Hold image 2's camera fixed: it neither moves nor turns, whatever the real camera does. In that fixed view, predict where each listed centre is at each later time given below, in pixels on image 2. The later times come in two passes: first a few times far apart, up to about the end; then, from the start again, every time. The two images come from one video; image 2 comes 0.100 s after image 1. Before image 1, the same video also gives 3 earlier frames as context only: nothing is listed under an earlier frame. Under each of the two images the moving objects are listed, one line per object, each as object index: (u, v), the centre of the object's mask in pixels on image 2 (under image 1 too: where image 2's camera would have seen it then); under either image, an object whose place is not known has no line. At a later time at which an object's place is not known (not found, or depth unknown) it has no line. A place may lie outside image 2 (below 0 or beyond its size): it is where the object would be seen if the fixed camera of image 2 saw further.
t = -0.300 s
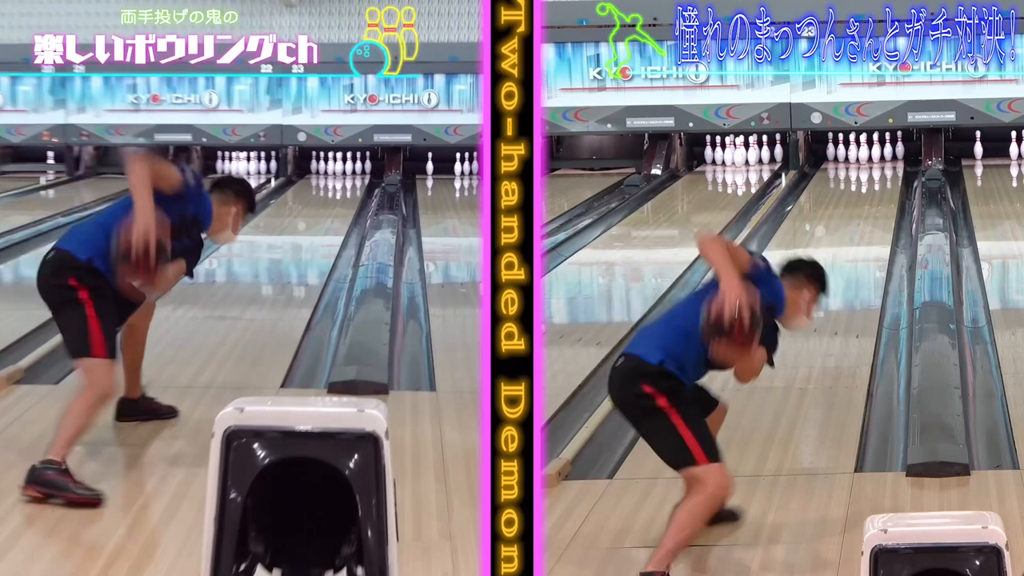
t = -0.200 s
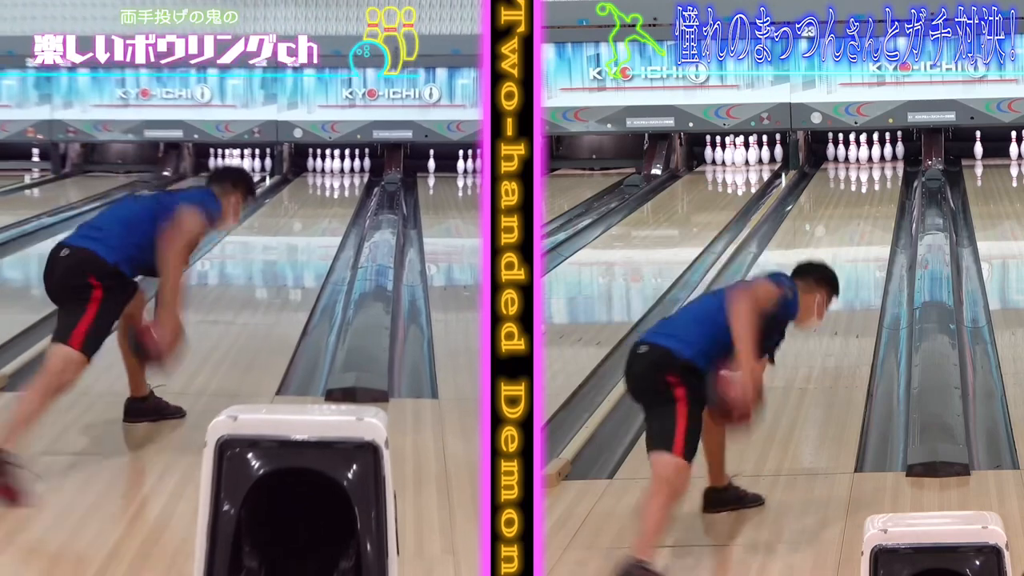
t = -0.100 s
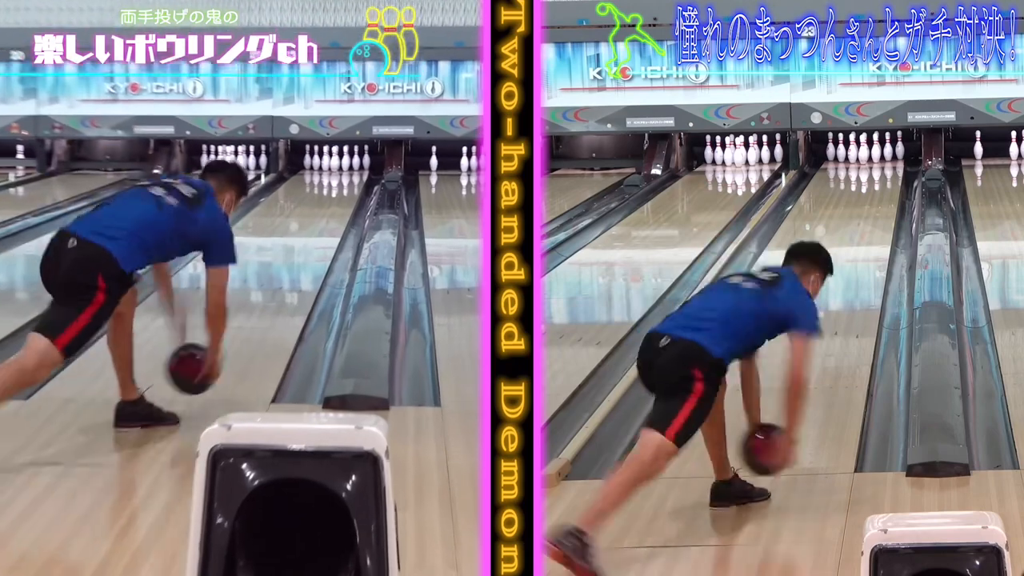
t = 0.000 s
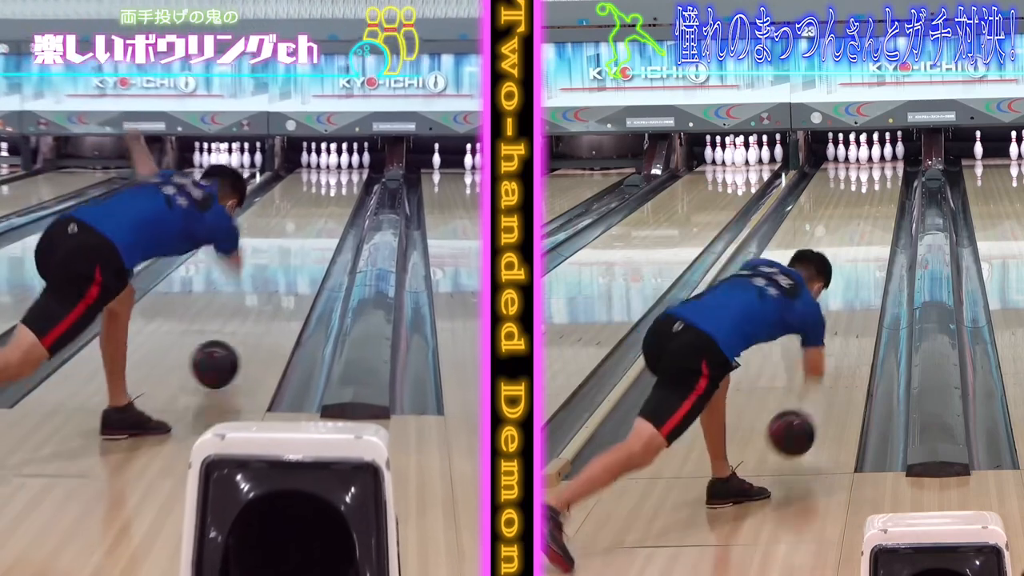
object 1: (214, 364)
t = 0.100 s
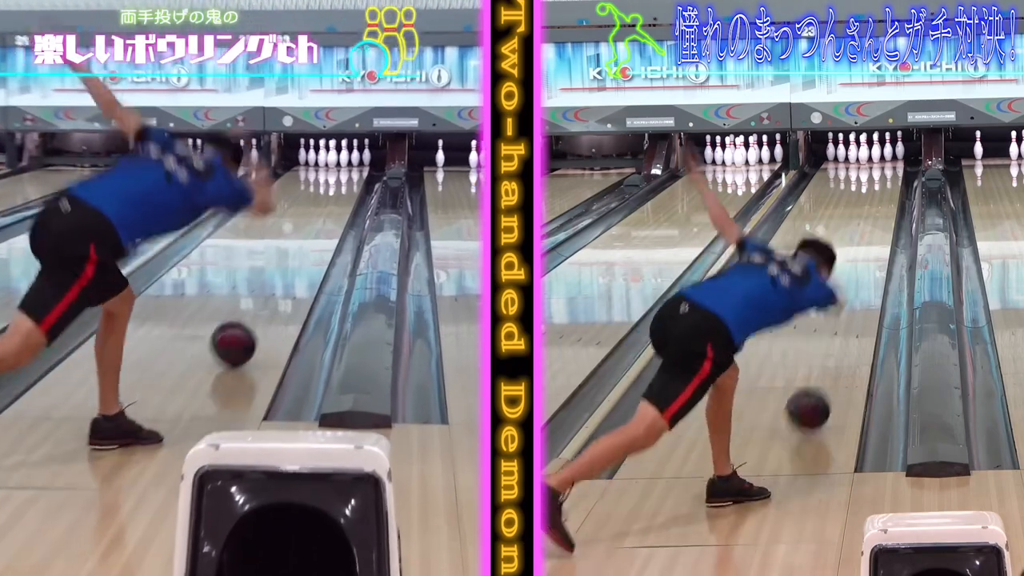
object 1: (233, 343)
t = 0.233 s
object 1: (255, 315)
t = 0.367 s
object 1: (274, 290)
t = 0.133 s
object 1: (239, 336)
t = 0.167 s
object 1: (245, 329)
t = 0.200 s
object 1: (250, 322)
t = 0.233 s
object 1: (255, 315)
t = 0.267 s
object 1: (260, 309)
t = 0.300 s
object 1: (264, 303)
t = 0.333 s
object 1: (269, 296)
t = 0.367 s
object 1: (274, 290)
